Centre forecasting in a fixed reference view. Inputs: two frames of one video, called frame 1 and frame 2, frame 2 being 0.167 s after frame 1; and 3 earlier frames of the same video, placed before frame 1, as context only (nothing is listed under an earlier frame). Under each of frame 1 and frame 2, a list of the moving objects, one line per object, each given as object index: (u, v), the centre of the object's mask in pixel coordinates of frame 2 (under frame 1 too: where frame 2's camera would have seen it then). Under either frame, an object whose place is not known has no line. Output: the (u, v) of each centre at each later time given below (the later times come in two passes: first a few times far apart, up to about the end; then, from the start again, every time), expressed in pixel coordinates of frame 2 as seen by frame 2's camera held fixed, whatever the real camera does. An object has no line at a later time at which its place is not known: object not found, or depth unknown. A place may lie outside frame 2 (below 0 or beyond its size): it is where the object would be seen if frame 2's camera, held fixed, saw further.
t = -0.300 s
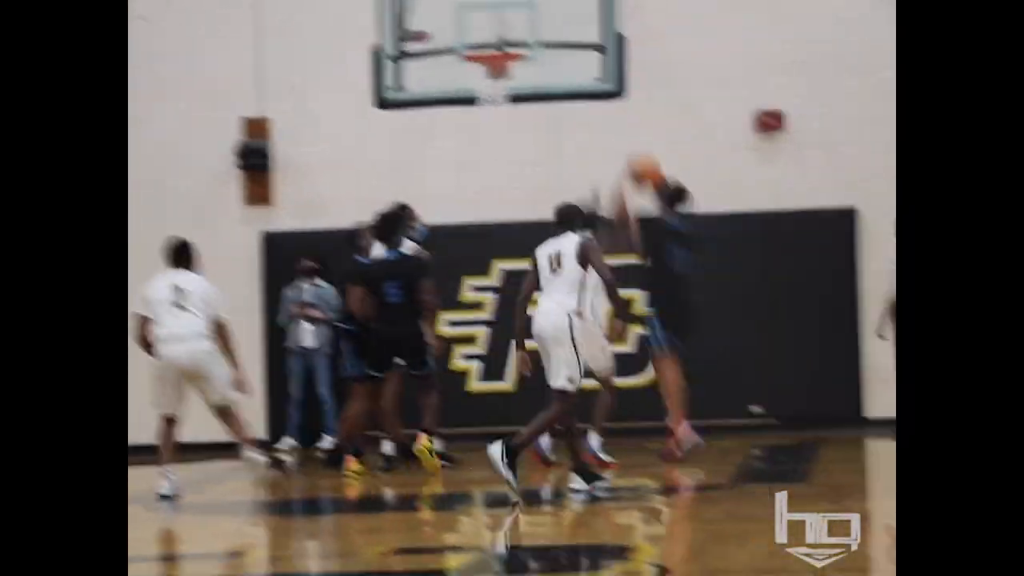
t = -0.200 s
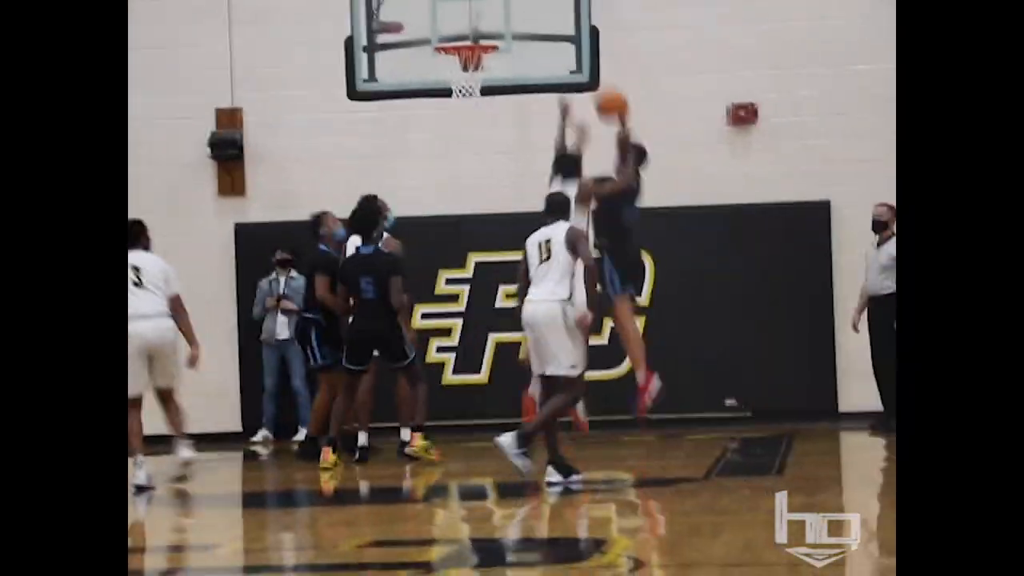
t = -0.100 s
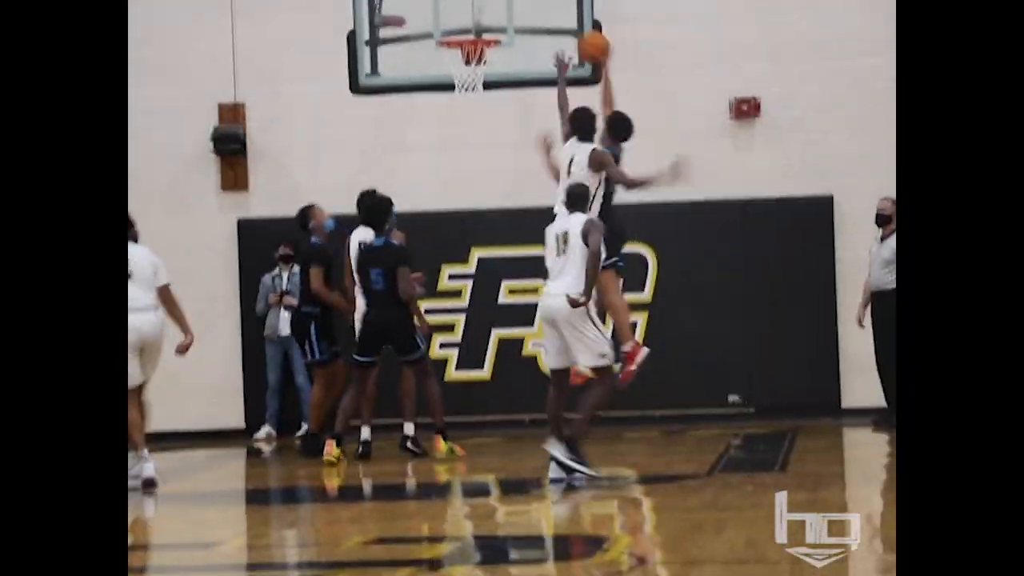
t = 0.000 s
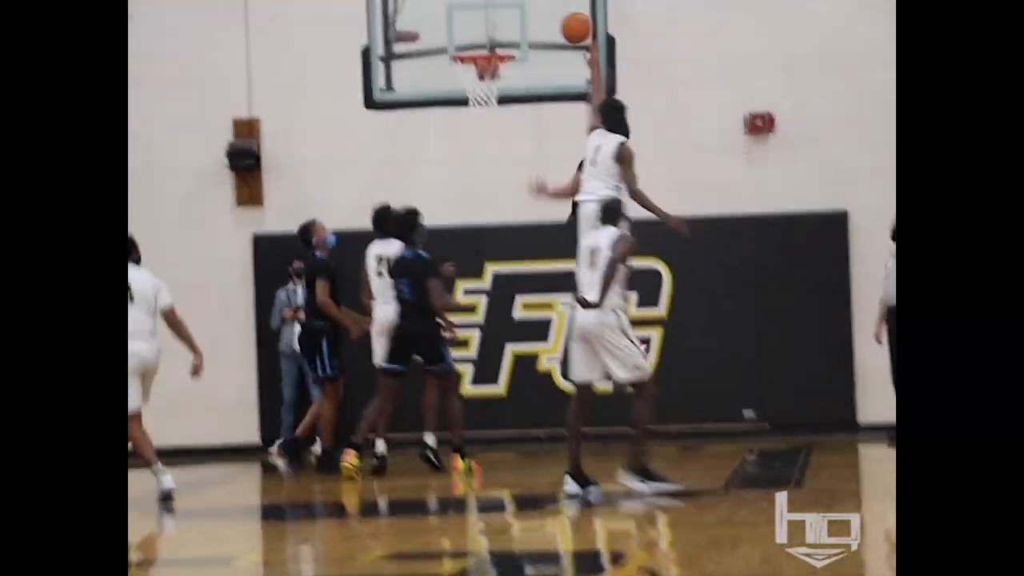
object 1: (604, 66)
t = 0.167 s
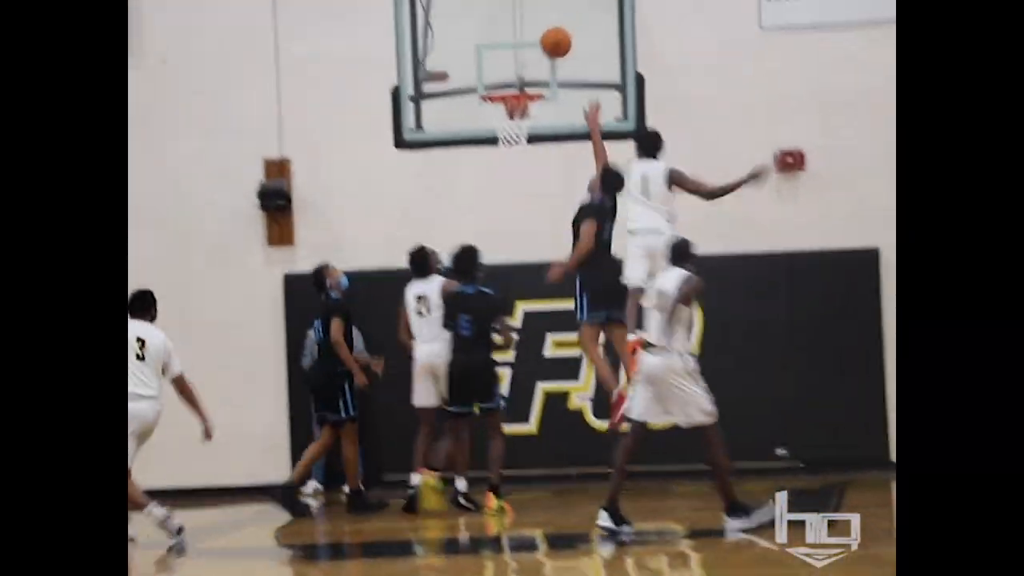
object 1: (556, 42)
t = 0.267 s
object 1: (535, 51)
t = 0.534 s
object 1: (520, 86)
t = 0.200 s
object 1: (548, 44)
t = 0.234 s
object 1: (541, 47)
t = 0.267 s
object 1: (535, 51)
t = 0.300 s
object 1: (528, 54)
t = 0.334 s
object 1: (519, 60)
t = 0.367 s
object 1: (511, 67)
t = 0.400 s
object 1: (503, 77)
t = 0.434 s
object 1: (496, 85)
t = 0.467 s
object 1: (501, 85)
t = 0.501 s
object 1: (511, 86)
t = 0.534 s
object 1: (520, 86)
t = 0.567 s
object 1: (526, 86)
